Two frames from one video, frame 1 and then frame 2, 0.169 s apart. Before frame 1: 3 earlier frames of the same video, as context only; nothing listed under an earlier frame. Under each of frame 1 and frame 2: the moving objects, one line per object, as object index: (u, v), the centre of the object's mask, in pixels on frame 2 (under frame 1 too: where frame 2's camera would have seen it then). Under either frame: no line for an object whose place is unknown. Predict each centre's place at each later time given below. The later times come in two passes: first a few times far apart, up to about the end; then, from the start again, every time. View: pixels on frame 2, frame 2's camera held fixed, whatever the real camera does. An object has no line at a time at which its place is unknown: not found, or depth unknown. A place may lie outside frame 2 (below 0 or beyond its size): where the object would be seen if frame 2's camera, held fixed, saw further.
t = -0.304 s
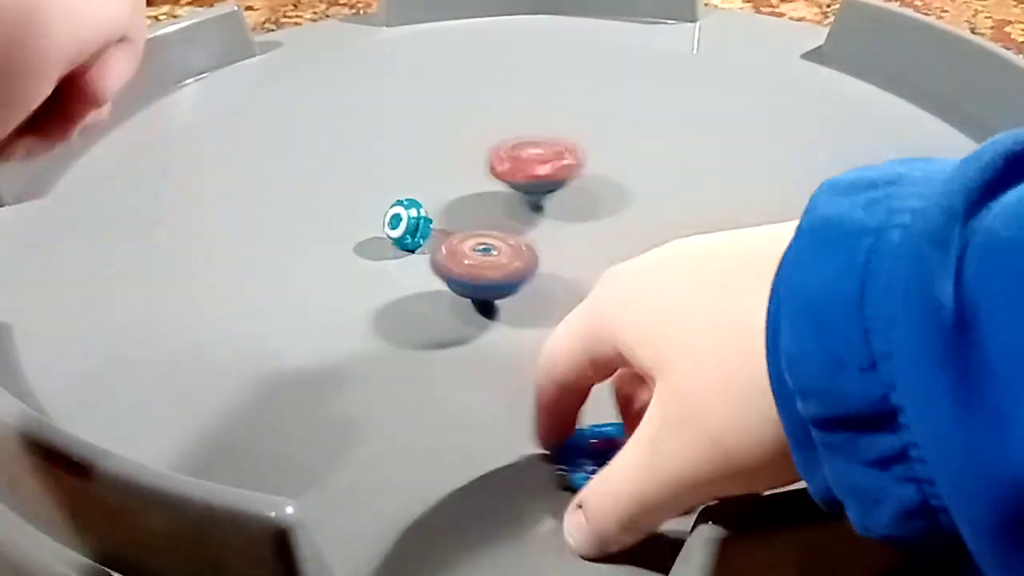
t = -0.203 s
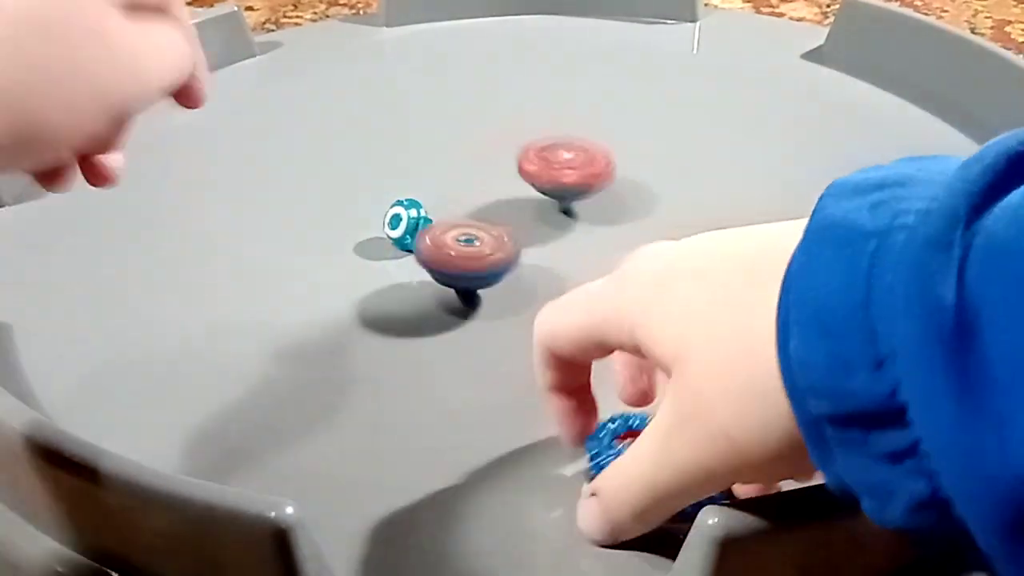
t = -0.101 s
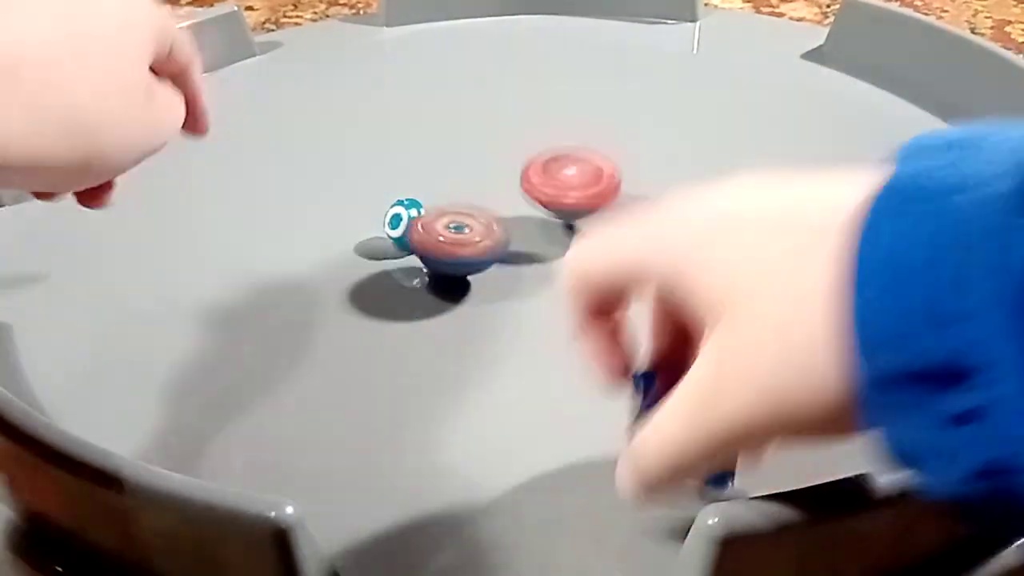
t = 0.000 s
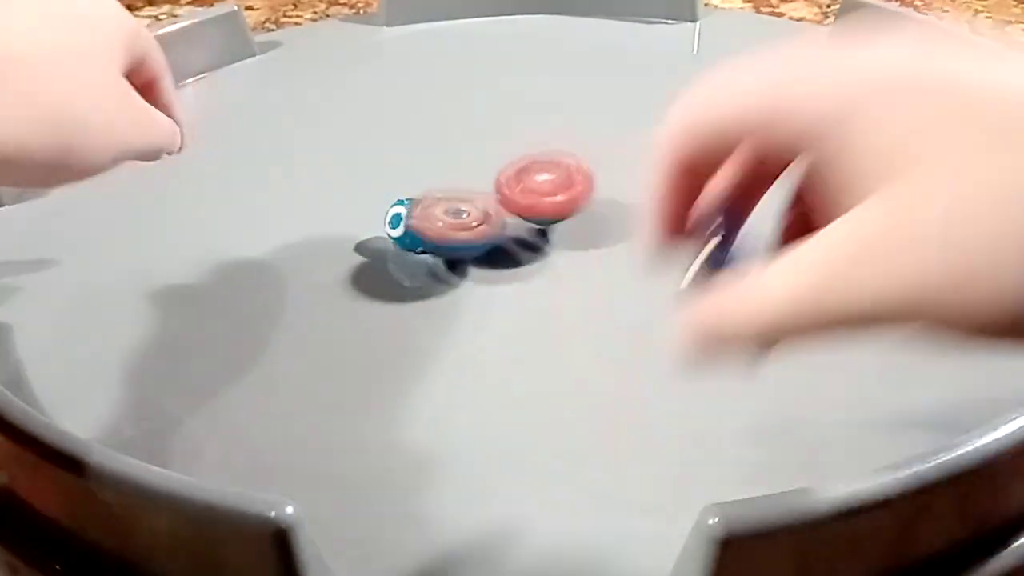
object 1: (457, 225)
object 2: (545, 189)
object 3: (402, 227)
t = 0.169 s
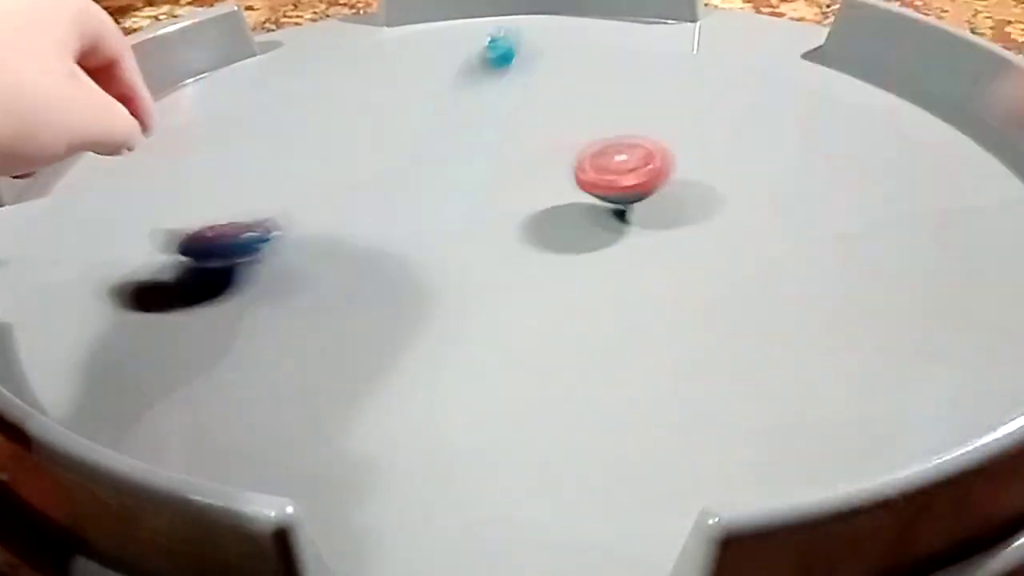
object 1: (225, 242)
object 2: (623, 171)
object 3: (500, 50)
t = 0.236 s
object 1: (169, 246)
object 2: (639, 169)
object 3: (533, 7)
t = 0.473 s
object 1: (143, 233)
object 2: (647, 173)
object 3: (676, 127)
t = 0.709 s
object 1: (261, 216)
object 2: (605, 183)
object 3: (747, 242)
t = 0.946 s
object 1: (433, 208)
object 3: (712, 268)
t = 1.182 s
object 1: (497, 228)
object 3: (707, 264)
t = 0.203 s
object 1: (193, 246)
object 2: (632, 169)
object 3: (518, 19)
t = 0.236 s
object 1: (169, 246)
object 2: (639, 169)
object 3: (533, 7)
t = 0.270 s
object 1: (152, 243)
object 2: (644, 169)
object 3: (553, 6)
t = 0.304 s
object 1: (141, 246)
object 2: (647, 169)
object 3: (572, 9)
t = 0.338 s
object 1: (132, 246)
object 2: (649, 170)
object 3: (592, 28)
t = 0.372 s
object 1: (130, 242)
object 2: (651, 171)
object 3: (617, 71)
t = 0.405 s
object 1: (133, 239)
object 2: (650, 172)
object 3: (635, 91)
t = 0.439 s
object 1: (136, 236)
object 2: (649, 172)
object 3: (655, 112)
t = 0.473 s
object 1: (143, 233)
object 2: (647, 173)
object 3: (676, 127)
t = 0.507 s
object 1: (156, 233)
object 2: (644, 176)
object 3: (696, 142)
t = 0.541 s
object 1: (163, 227)
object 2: (641, 176)
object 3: (709, 166)
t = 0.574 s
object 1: (179, 228)
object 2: (633, 177)
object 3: (722, 183)
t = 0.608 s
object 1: (198, 226)
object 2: (627, 179)
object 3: (732, 199)
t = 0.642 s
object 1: (214, 220)
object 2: (620, 181)
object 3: (741, 215)
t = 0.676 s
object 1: (235, 222)
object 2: (613, 182)
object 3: (749, 230)
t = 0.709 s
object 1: (261, 216)
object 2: (605, 183)
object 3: (747, 242)
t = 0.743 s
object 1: (281, 212)
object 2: (597, 184)
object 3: (746, 251)
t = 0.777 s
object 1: (307, 213)
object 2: (589, 184)
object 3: (741, 260)
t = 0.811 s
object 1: (330, 207)
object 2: (581, 185)
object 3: (735, 265)
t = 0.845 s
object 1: (355, 206)
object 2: (573, 186)
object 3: (728, 267)
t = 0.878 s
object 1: (380, 205)
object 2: (565, 186)
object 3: (721, 268)
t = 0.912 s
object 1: (407, 204)
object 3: (716, 268)
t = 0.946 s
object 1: (433, 208)
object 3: (712, 268)
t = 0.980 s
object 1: (453, 207)
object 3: (708, 267)
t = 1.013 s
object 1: (459, 208)
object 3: (708, 267)
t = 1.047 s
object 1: (471, 211)
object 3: (708, 265)
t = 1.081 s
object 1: (479, 216)
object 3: (708, 264)
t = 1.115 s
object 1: (487, 220)
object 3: (708, 263)
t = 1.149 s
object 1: (493, 223)
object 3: (707, 264)
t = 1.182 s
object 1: (497, 228)
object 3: (707, 264)
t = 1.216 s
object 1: (502, 233)
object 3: (707, 264)
